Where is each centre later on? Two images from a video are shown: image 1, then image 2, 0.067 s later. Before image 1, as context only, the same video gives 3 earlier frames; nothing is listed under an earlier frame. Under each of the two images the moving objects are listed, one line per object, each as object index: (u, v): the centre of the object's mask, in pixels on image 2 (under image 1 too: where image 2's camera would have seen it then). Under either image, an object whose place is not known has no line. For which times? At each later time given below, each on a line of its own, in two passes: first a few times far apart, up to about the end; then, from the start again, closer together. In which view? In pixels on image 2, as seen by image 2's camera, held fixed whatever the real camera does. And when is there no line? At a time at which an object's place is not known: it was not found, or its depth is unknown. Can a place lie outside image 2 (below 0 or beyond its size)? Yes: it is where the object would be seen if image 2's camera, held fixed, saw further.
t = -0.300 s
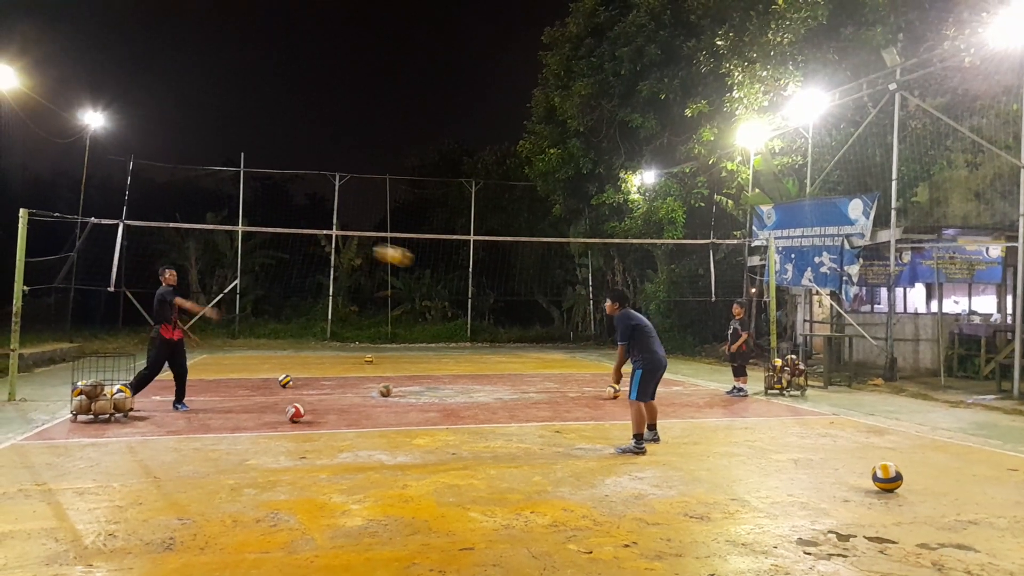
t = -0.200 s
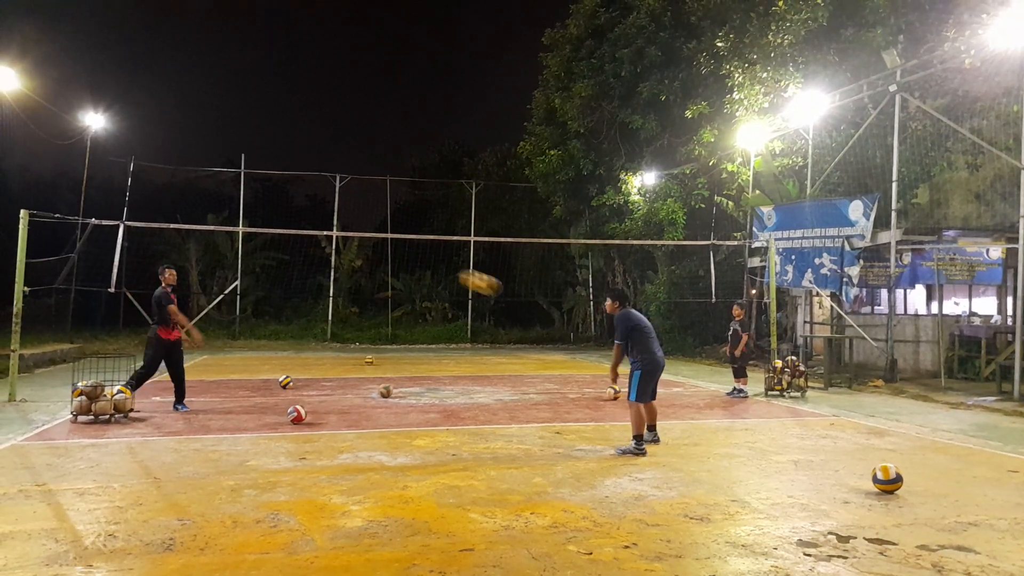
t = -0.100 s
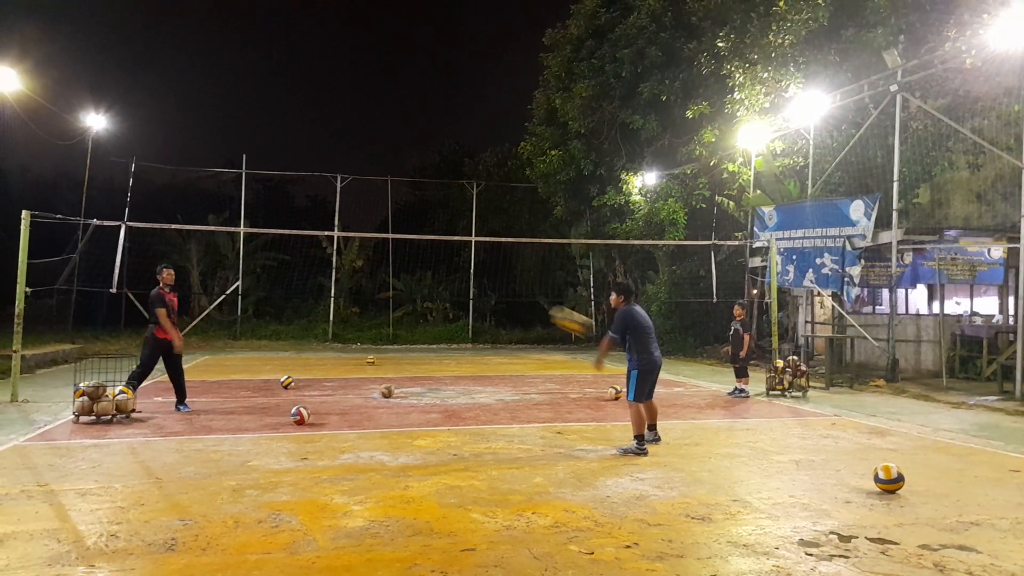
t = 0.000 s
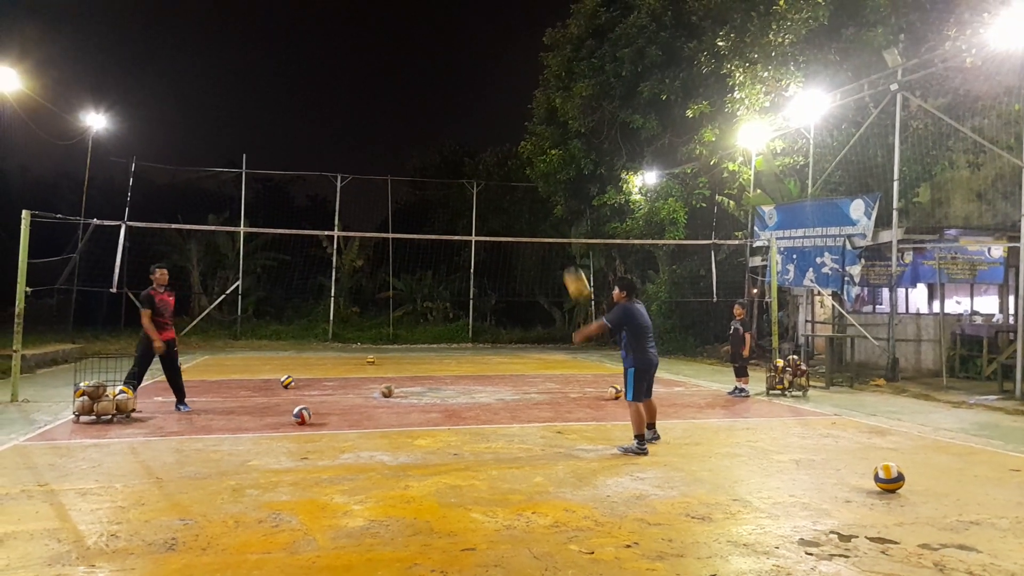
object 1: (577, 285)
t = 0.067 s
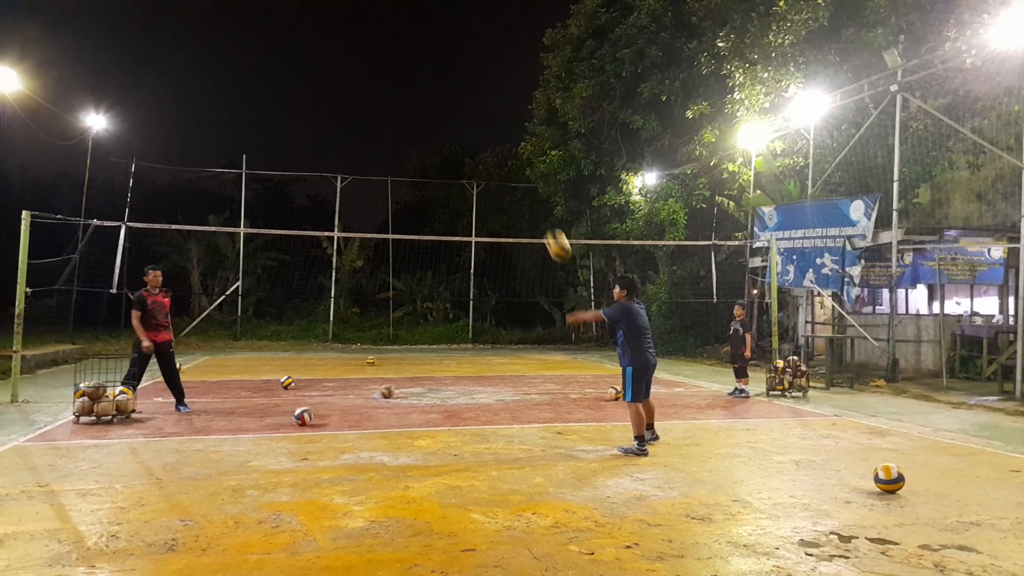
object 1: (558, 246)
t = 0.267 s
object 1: (502, 151)
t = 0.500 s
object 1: (438, 91)
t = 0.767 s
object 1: (366, 87)
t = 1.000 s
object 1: (304, 140)
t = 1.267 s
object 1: (232, 268)
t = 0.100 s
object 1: (548, 226)
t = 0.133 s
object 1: (539, 210)
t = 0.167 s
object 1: (530, 194)
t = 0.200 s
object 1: (520, 178)
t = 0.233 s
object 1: (512, 165)
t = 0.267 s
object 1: (502, 151)
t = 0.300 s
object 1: (493, 139)
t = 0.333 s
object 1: (484, 129)
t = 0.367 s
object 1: (475, 120)
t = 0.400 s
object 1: (466, 111)
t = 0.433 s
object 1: (456, 103)
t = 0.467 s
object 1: (448, 97)
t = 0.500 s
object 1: (438, 91)
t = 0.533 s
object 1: (430, 87)
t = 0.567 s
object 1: (421, 83)
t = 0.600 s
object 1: (412, 81)
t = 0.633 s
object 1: (402, 80)
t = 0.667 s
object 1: (393, 80)
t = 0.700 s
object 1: (385, 81)
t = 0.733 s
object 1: (375, 83)
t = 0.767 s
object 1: (366, 87)
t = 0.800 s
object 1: (358, 91)
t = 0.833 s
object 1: (348, 96)
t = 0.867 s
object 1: (339, 103)
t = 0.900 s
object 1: (331, 110)
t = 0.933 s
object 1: (322, 119)
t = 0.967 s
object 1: (313, 129)
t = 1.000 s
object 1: (304, 140)
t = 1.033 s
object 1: (295, 152)
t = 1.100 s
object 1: (277, 179)
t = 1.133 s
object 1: (268, 195)
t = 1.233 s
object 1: (242, 247)
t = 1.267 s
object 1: (232, 268)
